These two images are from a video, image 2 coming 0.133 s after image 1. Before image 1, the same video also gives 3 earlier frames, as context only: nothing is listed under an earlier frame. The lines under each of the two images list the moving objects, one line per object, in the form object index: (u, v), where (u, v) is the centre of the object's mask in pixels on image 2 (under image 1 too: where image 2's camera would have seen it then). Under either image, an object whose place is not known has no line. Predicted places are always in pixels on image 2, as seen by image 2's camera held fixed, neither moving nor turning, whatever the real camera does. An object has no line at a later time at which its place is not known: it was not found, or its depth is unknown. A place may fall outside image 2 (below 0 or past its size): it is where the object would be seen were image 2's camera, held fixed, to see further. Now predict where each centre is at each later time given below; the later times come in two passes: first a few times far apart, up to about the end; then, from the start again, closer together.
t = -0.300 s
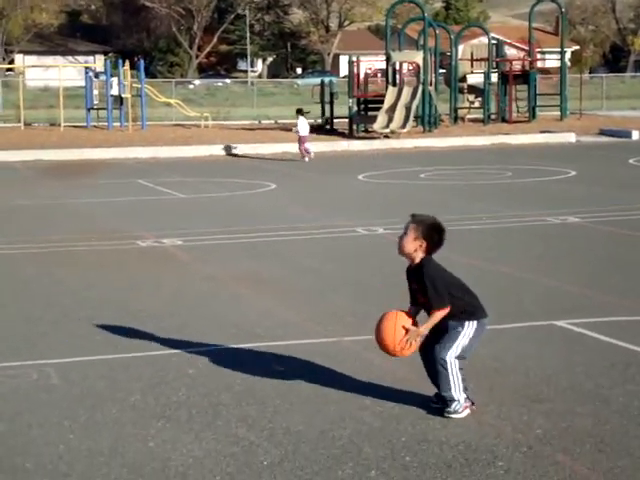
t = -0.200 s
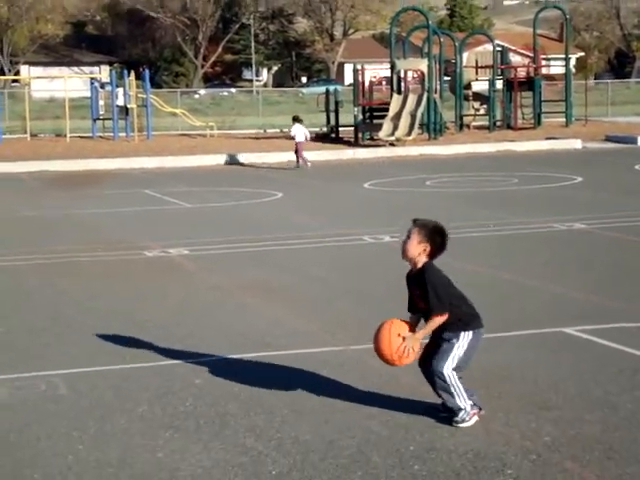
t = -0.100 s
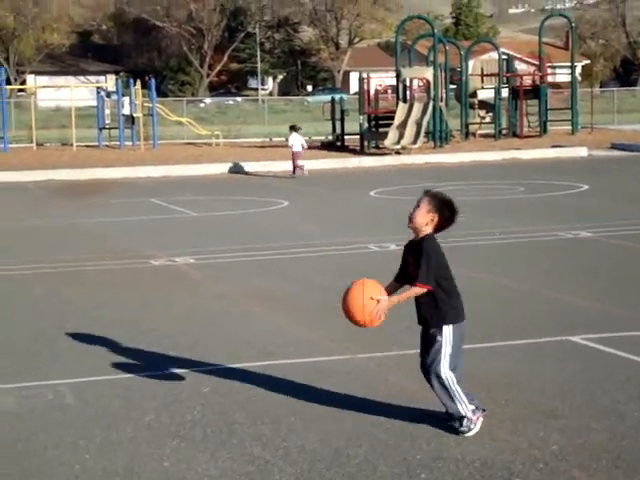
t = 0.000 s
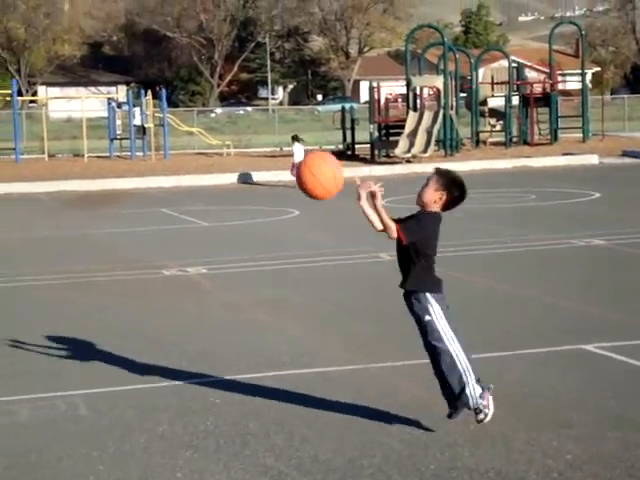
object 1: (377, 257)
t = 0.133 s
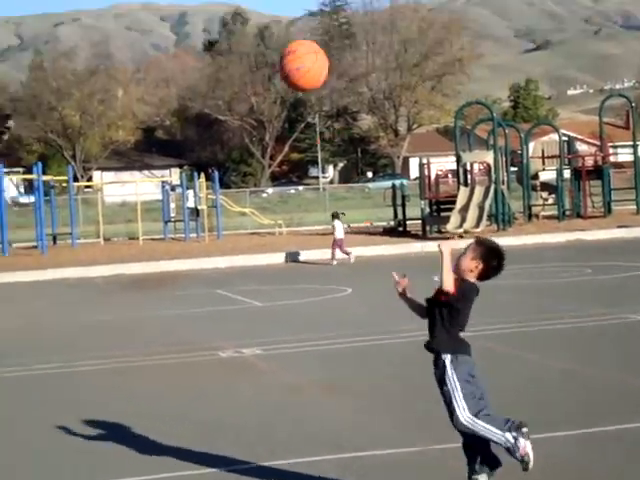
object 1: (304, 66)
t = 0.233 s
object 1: (252, -56)
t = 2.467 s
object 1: (510, 198)
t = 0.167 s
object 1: (287, 24)
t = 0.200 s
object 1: (269, -17)
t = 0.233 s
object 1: (252, -56)
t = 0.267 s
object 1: (234, -86)
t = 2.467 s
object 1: (510, 198)
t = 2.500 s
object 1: (513, 158)
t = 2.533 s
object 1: (517, 120)
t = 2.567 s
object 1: (519, 86)
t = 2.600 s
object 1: (522, 54)
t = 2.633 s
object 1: (527, 23)
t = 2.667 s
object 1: (531, -3)
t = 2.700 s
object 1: (536, -27)
